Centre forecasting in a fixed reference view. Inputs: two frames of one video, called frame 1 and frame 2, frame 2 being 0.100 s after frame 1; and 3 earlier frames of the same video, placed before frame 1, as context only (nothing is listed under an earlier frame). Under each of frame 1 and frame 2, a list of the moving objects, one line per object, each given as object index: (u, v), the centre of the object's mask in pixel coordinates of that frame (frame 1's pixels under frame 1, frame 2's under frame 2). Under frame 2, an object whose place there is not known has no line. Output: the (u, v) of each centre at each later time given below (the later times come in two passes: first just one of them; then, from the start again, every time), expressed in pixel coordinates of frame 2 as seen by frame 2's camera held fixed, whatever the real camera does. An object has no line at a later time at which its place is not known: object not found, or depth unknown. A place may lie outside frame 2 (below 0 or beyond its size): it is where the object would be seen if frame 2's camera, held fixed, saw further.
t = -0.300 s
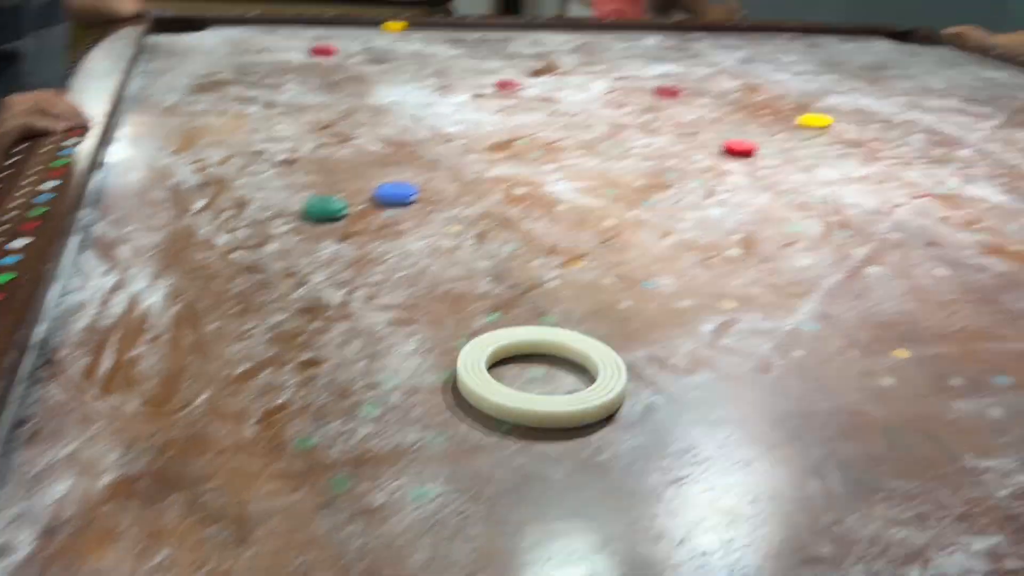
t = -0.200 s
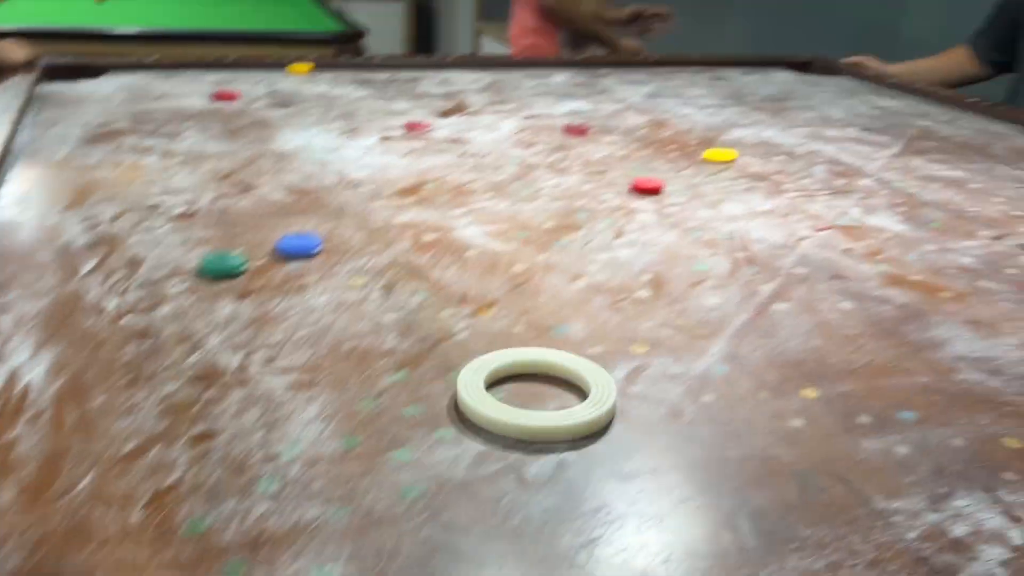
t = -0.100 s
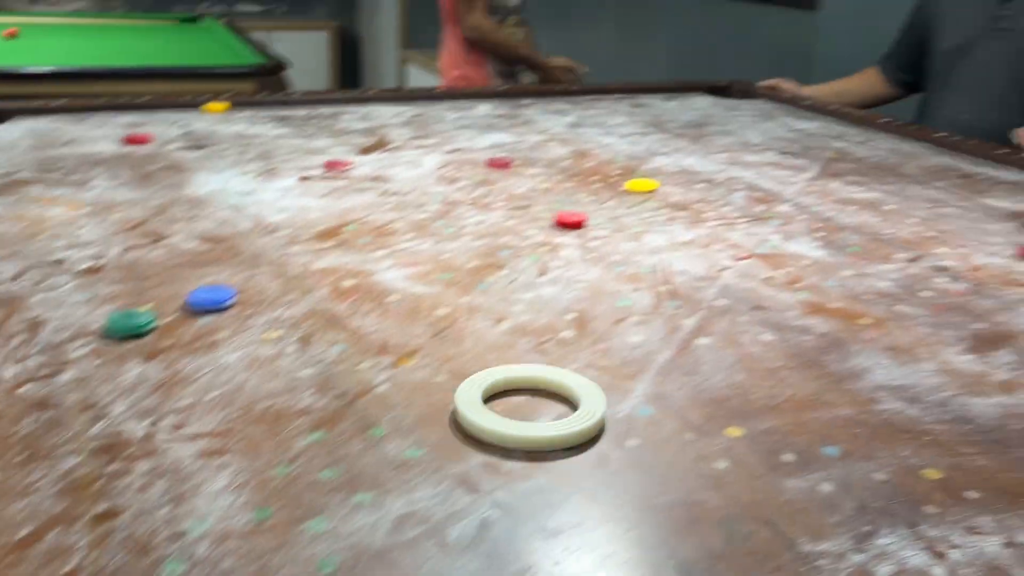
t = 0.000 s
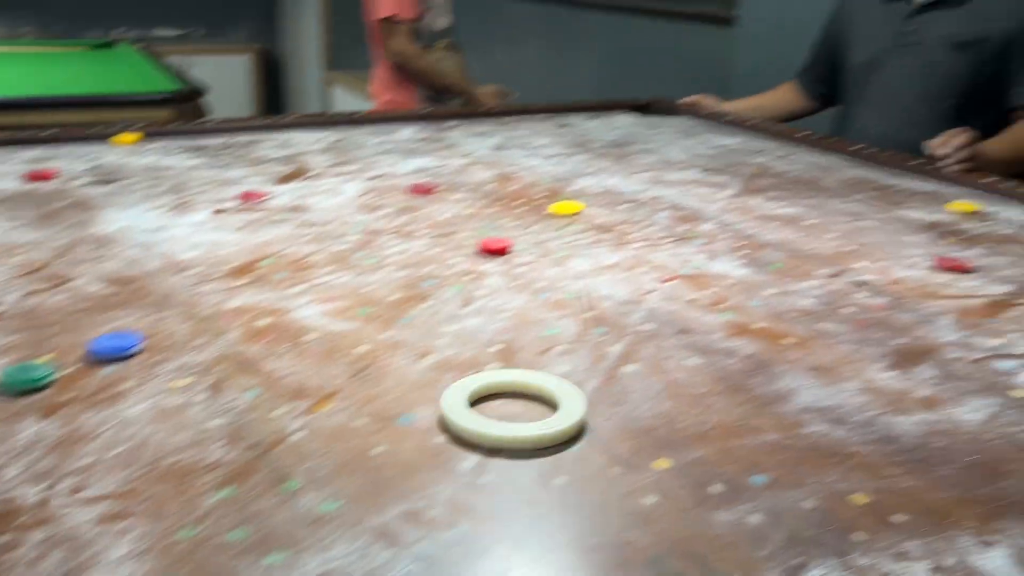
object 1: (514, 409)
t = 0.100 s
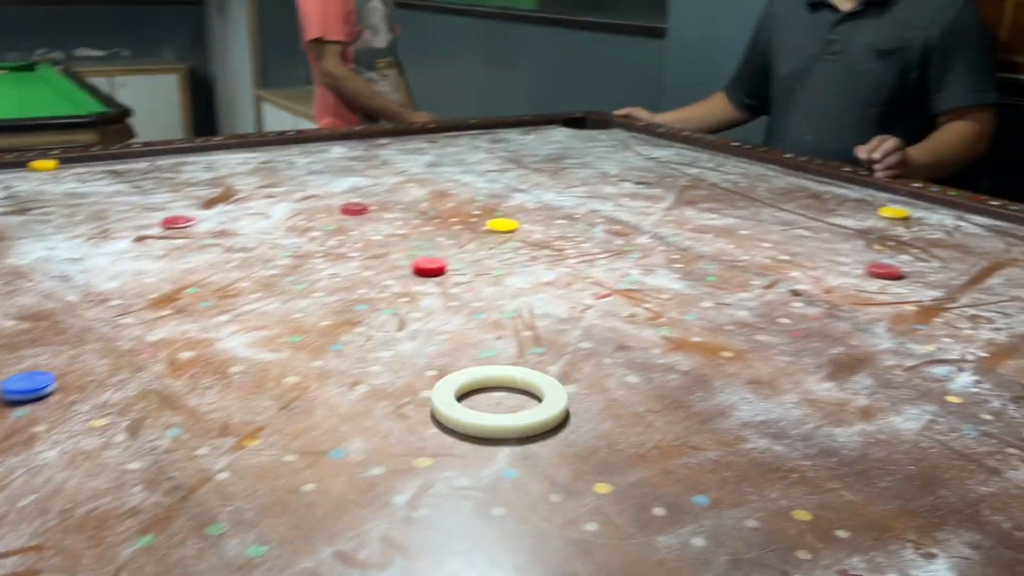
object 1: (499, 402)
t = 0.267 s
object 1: (564, 357)
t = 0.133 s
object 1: (514, 392)
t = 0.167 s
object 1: (528, 382)
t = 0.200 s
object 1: (541, 373)
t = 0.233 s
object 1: (553, 365)
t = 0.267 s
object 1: (564, 357)
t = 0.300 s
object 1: (575, 349)
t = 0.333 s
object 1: (586, 342)
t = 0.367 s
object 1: (596, 336)
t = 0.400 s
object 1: (606, 329)
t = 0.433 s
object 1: (614, 323)
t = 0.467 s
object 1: (623, 317)
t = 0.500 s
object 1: (631, 312)
